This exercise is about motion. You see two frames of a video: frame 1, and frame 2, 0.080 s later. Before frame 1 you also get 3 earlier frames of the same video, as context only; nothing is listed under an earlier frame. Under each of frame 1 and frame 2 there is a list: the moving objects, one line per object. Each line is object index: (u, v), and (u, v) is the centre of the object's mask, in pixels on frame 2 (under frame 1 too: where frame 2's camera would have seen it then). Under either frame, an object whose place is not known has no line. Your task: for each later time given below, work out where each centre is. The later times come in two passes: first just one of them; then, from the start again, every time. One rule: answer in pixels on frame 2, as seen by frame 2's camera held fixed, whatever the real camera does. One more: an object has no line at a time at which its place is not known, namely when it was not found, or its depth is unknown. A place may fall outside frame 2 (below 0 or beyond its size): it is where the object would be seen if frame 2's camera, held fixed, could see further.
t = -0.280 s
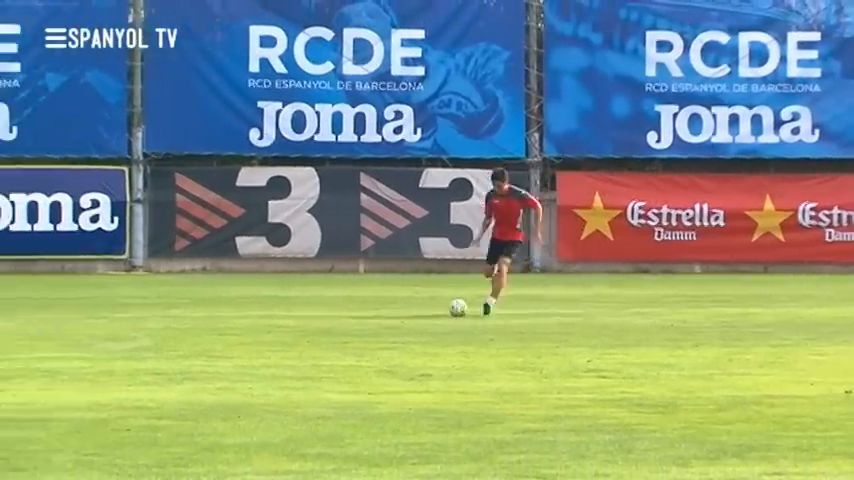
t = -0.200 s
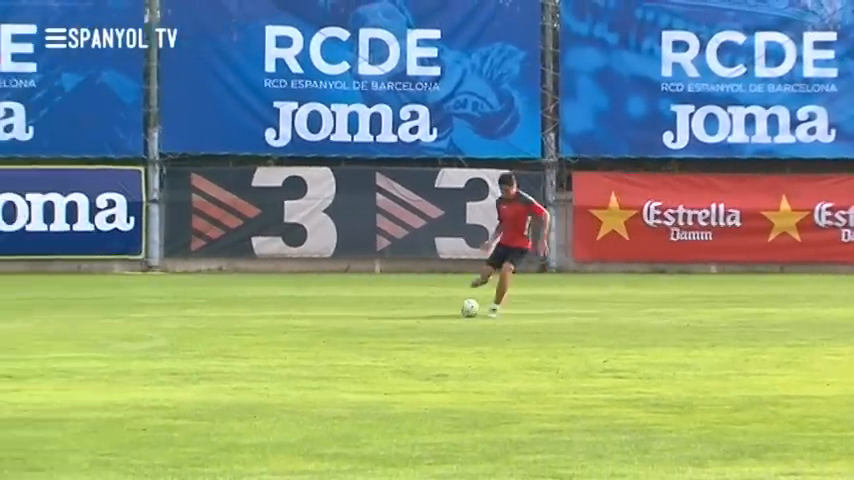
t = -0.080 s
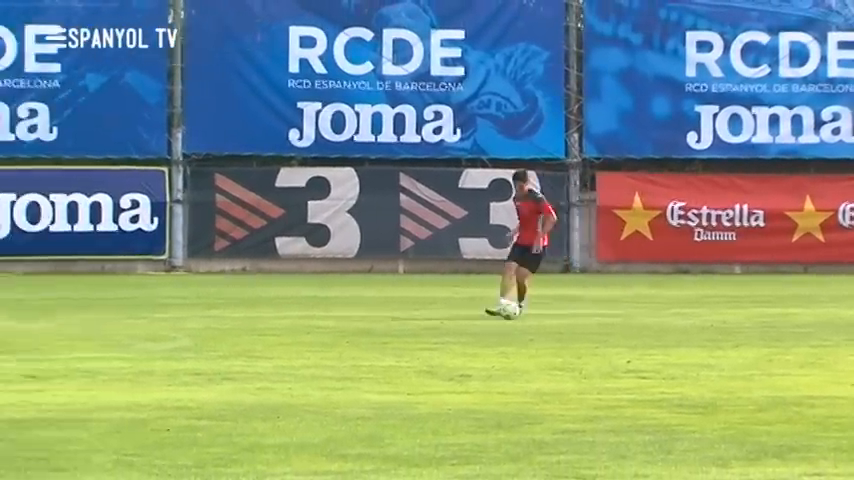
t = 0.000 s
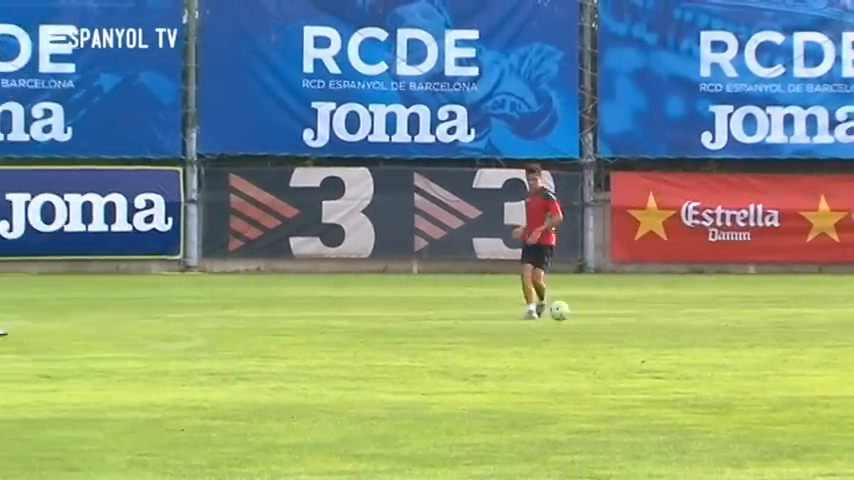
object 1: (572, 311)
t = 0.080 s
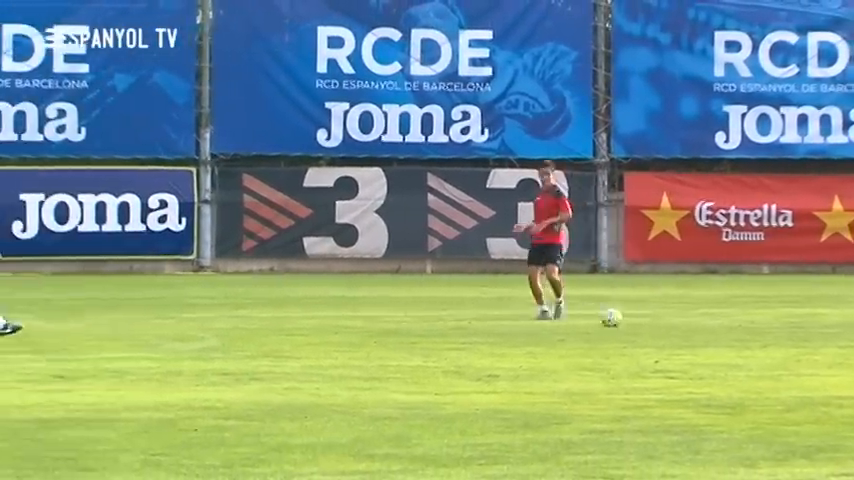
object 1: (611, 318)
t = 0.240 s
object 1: (694, 323)
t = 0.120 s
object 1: (631, 318)
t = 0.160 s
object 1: (651, 319)
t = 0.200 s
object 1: (672, 321)
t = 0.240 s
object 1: (694, 323)
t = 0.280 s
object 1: (716, 325)
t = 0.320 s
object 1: (739, 327)
